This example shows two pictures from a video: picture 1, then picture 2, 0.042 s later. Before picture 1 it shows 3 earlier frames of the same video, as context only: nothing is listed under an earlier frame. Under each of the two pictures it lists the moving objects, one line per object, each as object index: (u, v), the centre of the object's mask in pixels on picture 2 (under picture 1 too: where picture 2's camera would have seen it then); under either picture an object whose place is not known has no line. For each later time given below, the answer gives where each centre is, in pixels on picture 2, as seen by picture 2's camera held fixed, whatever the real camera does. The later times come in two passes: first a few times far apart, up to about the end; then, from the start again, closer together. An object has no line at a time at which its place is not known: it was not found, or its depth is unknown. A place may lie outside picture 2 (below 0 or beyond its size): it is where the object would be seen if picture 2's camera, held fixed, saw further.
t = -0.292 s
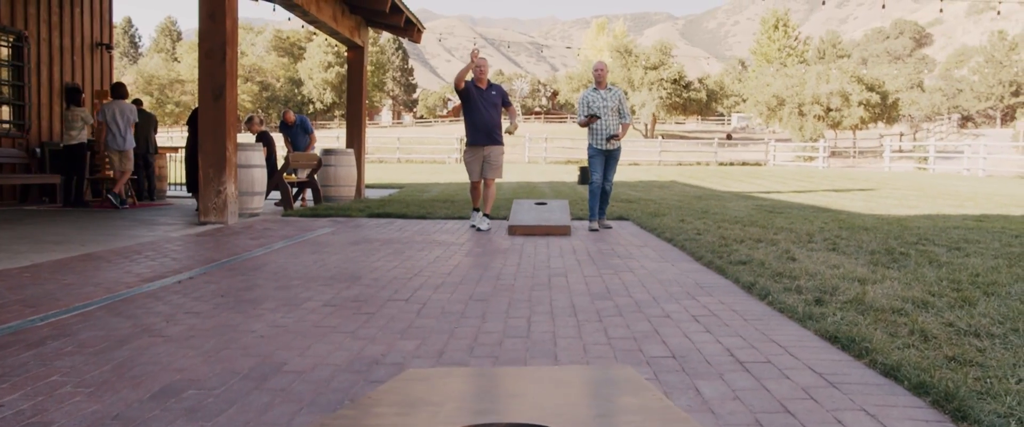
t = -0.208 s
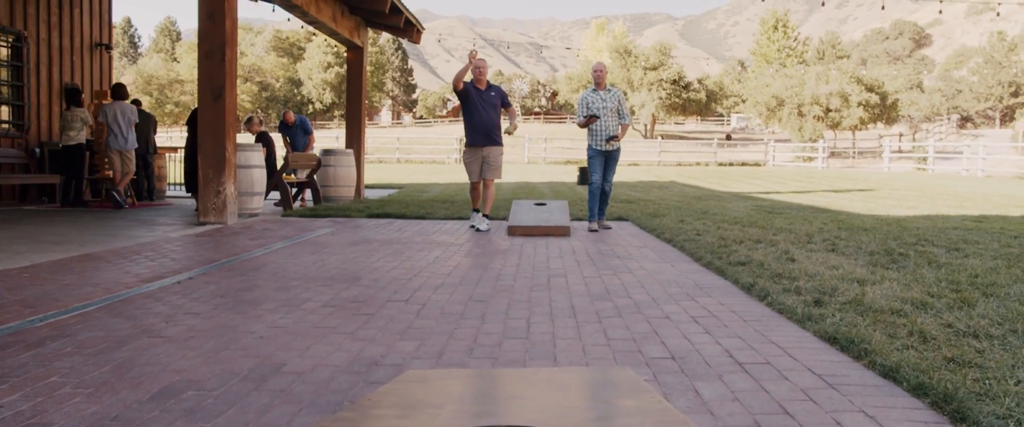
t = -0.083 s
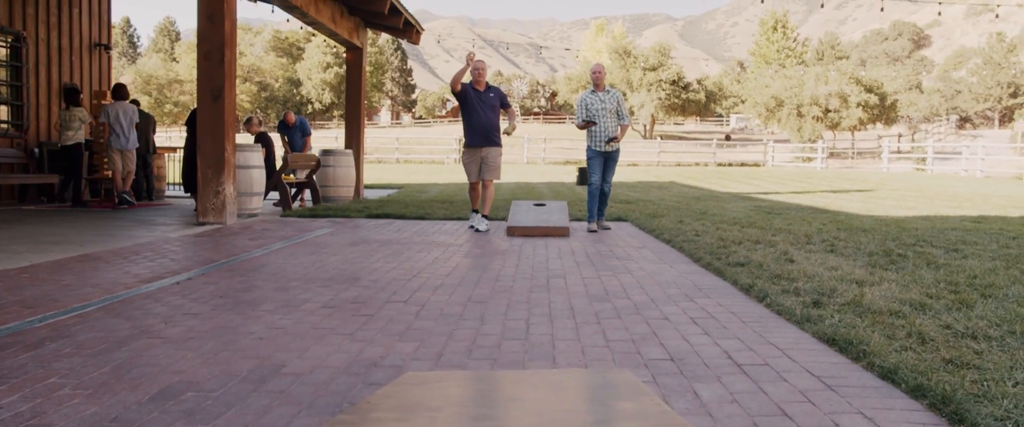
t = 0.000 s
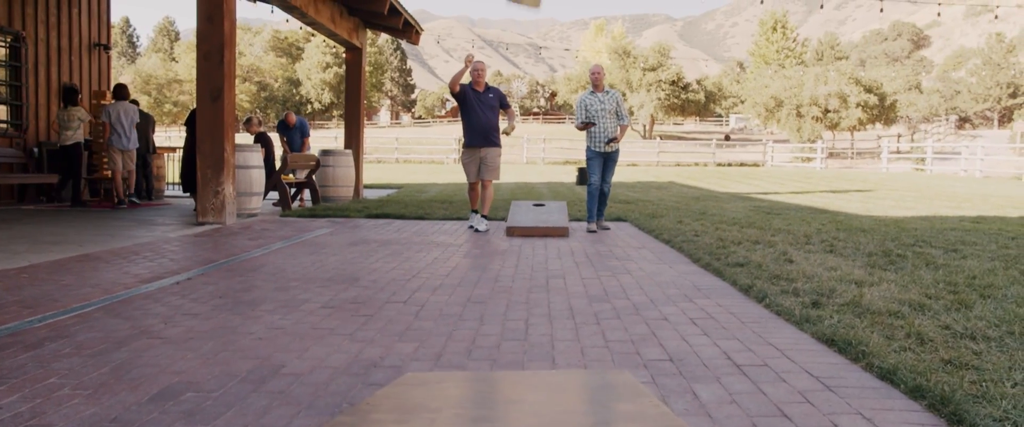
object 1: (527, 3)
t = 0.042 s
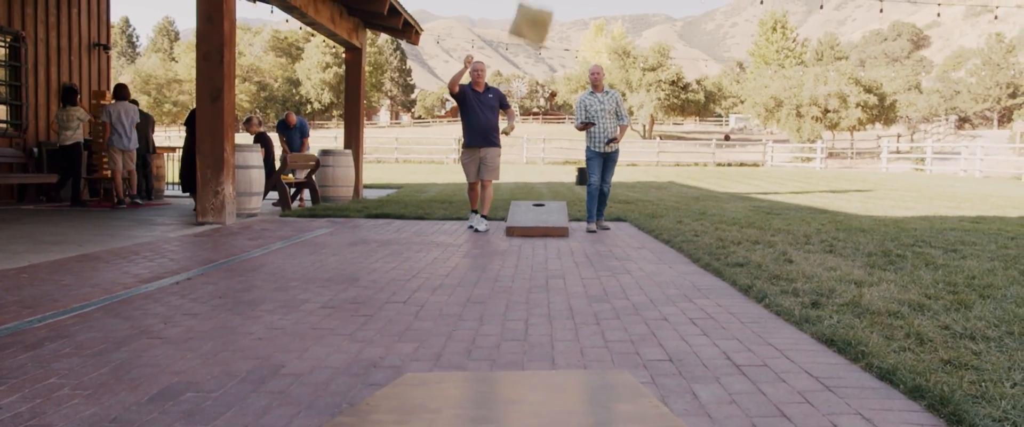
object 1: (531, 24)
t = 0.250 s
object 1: (573, 388)
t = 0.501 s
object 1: (563, 421)
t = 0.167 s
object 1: (555, 193)
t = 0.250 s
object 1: (573, 388)
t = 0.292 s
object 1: (575, 399)
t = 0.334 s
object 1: (573, 401)
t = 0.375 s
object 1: (571, 406)
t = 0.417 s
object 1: (569, 413)
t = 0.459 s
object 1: (566, 418)
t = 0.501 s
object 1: (563, 421)
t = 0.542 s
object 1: (560, 423)
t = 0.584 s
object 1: (558, 426)
